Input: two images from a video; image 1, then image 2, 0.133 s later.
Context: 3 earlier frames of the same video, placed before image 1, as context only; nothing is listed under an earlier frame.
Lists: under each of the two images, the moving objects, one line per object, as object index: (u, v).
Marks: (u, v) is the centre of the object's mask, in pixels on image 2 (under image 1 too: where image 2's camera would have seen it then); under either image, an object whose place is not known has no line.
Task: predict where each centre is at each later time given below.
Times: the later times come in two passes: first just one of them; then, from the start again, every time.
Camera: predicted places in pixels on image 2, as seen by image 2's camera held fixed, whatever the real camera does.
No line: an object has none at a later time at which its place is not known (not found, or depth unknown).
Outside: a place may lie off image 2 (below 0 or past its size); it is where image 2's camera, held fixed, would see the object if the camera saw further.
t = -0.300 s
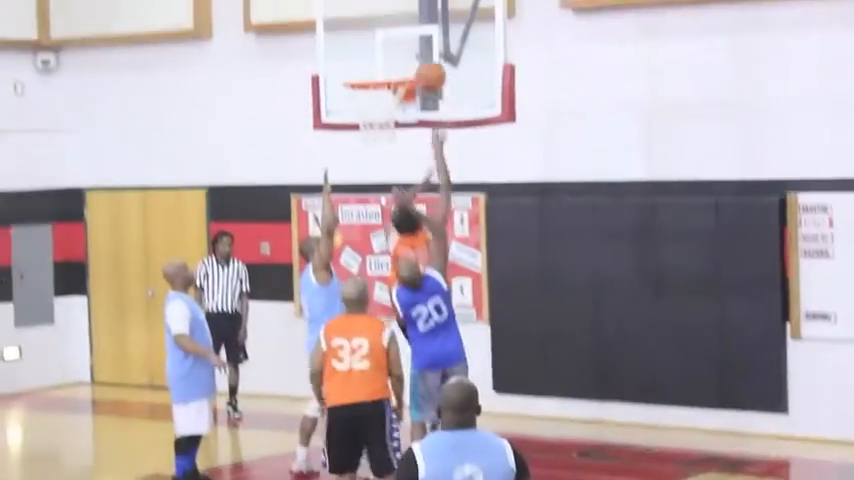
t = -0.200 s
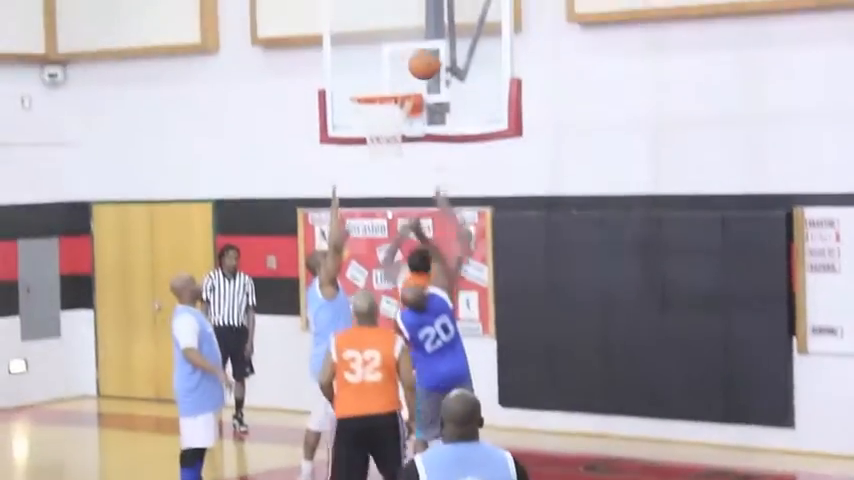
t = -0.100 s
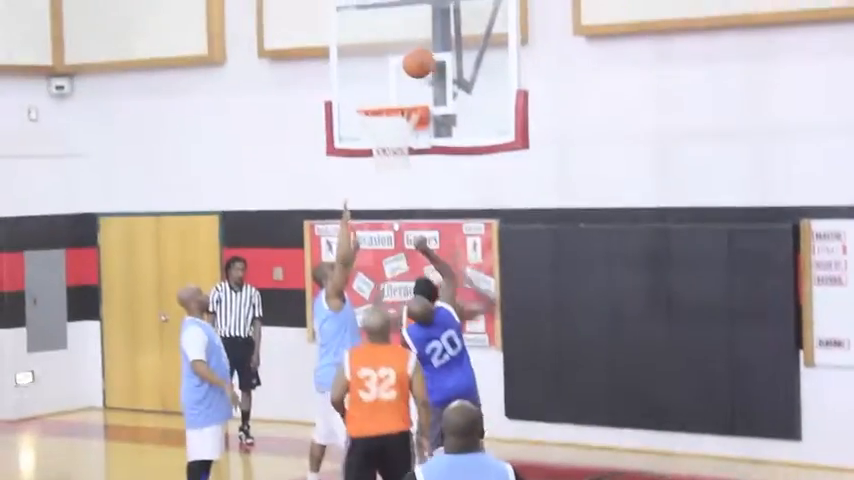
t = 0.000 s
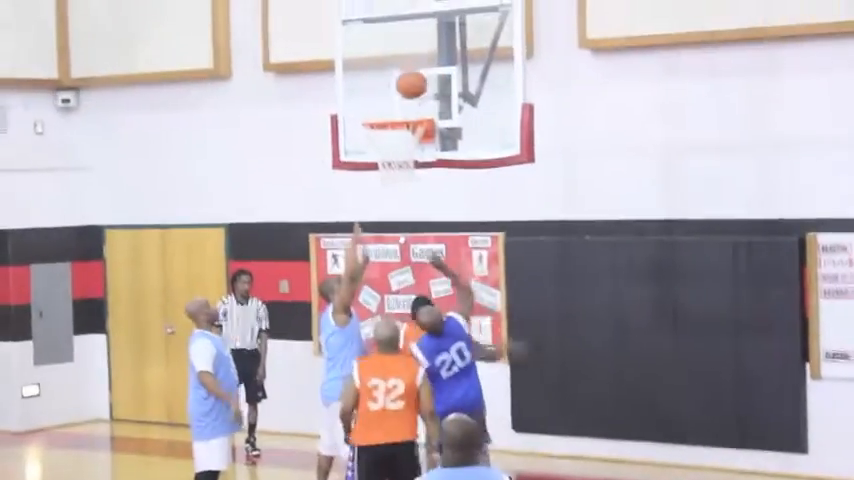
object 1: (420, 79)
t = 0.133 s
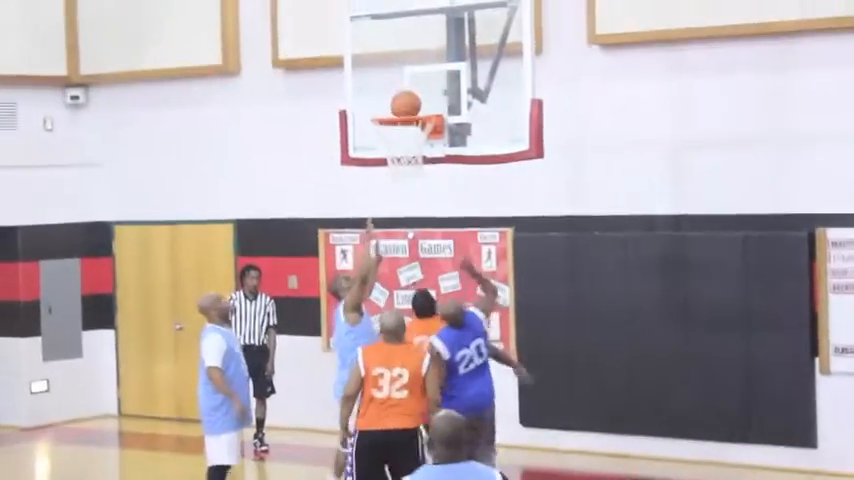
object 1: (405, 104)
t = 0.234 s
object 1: (395, 103)
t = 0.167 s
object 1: (401, 103)
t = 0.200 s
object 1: (399, 103)
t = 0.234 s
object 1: (395, 103)
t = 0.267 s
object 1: (393, 105)
